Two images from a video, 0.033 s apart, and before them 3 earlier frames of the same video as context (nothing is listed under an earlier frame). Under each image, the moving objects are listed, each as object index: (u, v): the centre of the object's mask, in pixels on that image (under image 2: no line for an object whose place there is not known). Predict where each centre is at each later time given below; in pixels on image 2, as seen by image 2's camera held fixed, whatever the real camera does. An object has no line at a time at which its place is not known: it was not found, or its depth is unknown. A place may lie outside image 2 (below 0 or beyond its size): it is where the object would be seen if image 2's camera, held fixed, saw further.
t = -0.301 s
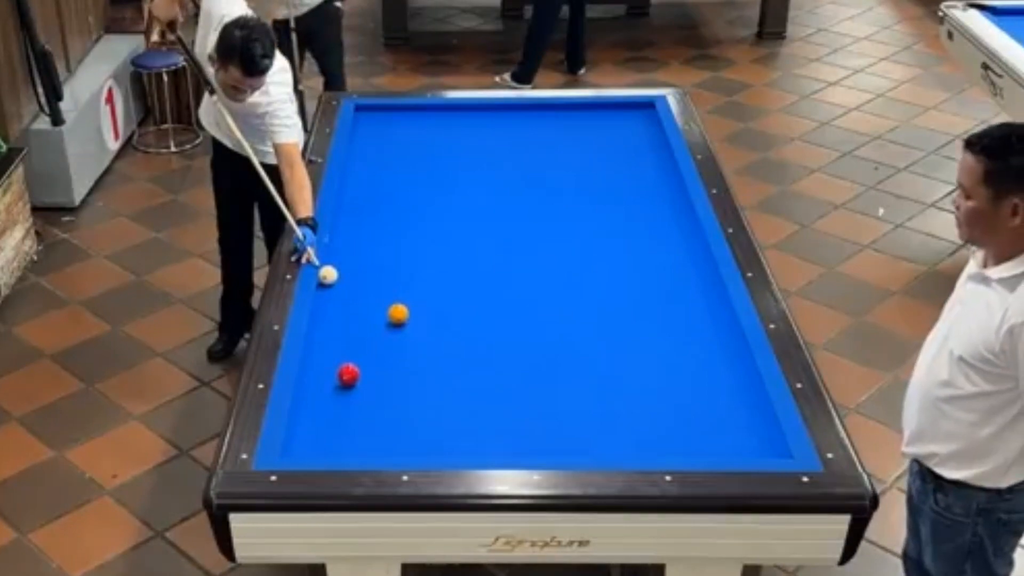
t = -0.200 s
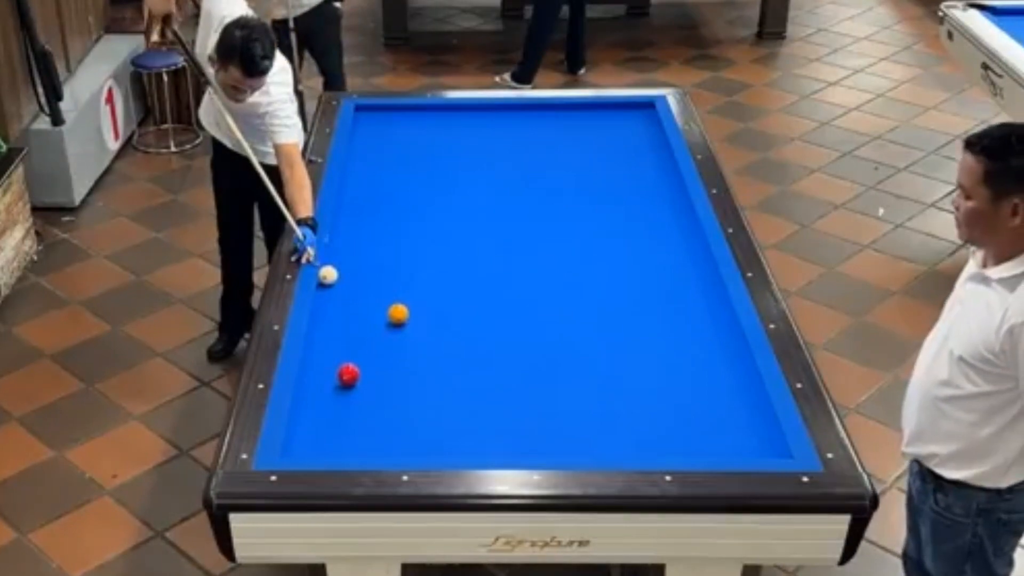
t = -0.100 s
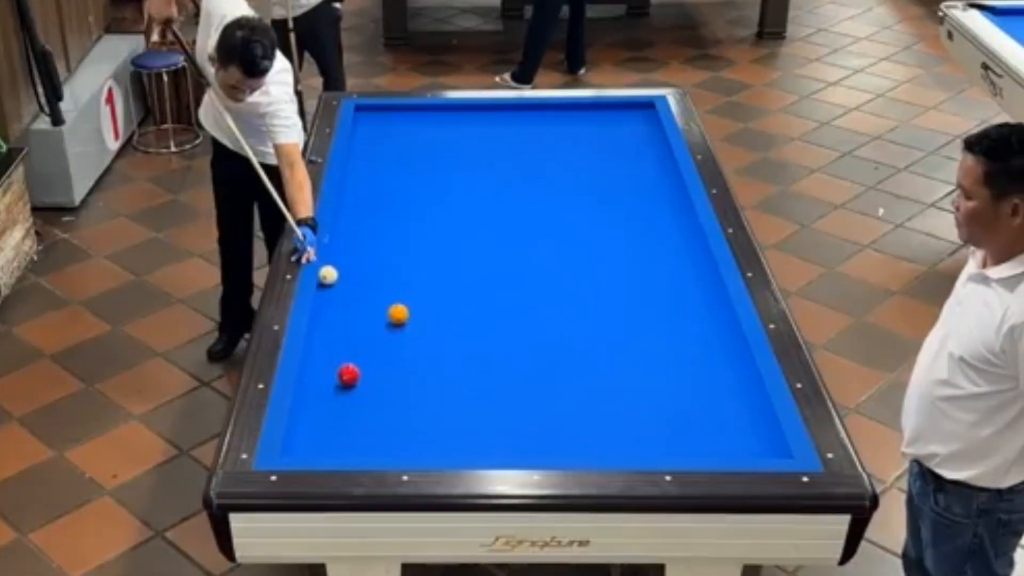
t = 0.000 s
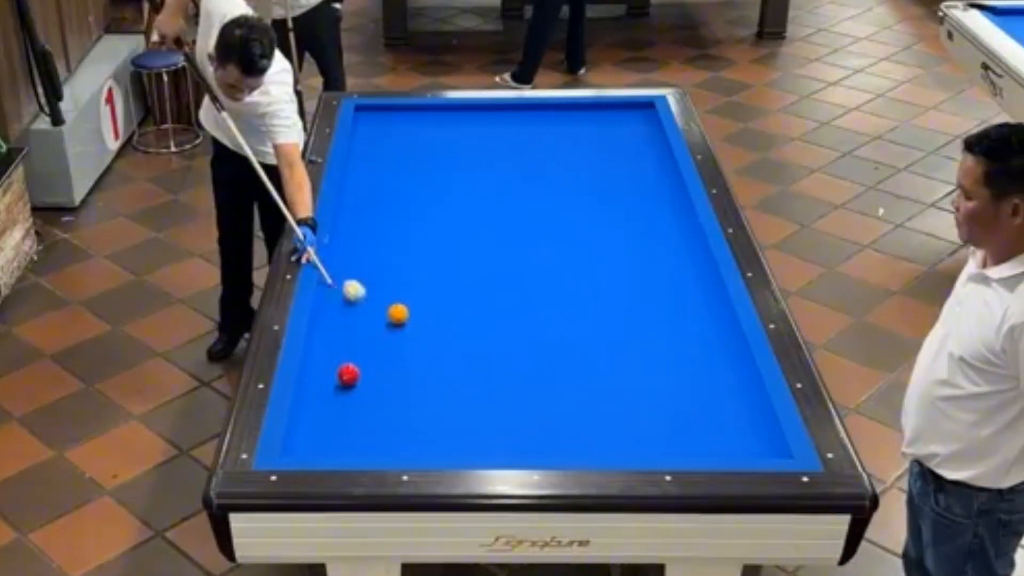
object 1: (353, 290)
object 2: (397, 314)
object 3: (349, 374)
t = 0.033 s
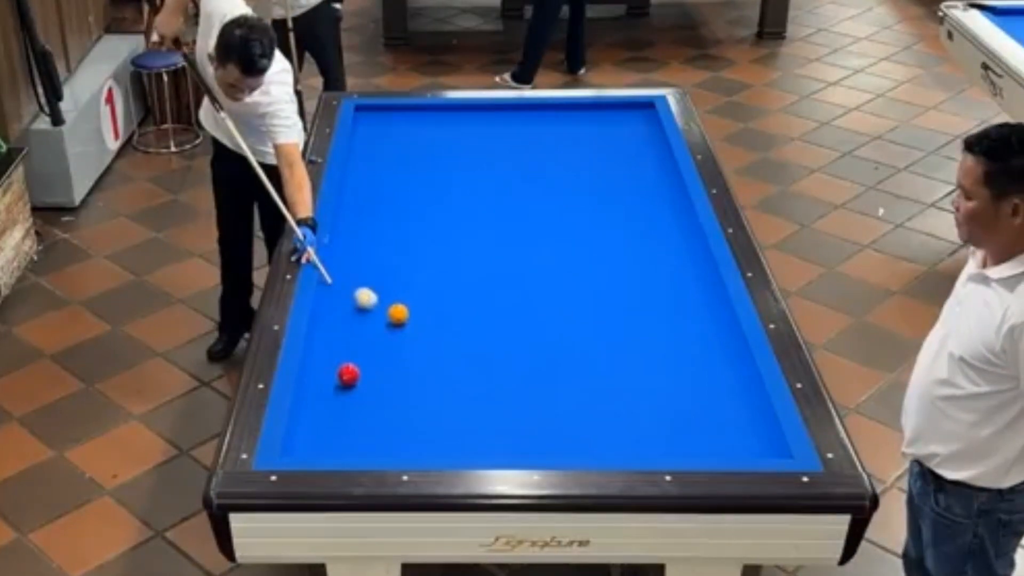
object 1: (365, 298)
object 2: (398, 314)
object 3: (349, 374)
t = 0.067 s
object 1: (377, 306)
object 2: (398, 314)
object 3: (349, 374)
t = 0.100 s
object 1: (378, 310)
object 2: (409, 317)
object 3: (349, 374)
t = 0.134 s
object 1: (375, 313)
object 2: (424, 321)
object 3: (349, 374)
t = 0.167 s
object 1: (371, 316)
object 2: (439, 326)
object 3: (349, 374)
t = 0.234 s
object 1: (364, 320)
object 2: (468, 334)
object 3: (349, 374)
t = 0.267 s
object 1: (360, 322)
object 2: (482, 339)
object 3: (349, 374)
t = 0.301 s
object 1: (356, 324)
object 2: (495, 342)
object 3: (349, 374)
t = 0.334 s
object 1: (352, 325)
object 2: (508, 346)
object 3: (349, 374)
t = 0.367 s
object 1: (349, 327)
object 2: (522, 350)
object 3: (349, 374)
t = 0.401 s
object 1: (345, 328)
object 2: (535, 354)
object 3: (349, 374)
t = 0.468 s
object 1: (337, 331)
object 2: (562, 362)
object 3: (349, 374)
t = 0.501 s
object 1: (334, 333)
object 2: (576, 367)
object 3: (349, 374)
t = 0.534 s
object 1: (329, 335)
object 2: (590, 371)
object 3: (349, 374)
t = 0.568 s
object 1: (325, 336)
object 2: (605, 375)
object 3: (349, 374)
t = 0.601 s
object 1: (322, 338)
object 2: (619, 379)
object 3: (349, 374)
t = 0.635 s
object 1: (318, 339)
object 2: (633, 383)
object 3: (349, 374)
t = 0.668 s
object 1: (314, 341)
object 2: (648, 387)
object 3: (349, 374)
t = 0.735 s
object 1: (318, 343)
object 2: (677, 397)
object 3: (349, 374)
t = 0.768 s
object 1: (319, 344)
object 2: (693, 401)
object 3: (349, 375)
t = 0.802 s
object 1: (320, 345)
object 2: (708, 406)
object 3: (349, 375)
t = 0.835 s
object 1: (322, 346)
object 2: (724, 411)
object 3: (349, 375)
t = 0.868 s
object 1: (324, 347)
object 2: (740, 415)
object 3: (349, 375)
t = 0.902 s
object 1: (325, 348)
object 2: (755, 420)
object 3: (349, 375)
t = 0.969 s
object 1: (328, 350)
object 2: (756, 427)
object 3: (349, 375)
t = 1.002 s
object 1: (329, 351)
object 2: (746, 431)
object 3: (349, 375)
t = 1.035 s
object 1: (330, 352)
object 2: (737, 434)
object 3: (349, 375)
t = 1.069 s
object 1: (332, 353)
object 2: (729, 437)
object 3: (349, 375)
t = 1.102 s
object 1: (333, 354)
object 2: (722, 441)
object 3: (349, 375)
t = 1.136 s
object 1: (334, 355)
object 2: (715, 444)
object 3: (349, 375)
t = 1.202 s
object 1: (337, 357)
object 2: (702, 448)
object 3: (349, 375)
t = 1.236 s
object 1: (338, 358)
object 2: (695, 451)
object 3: (349, 375)
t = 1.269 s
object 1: (339, 358)
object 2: (687, 449)
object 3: (348, 375)
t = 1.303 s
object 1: (340, 359)
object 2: (679, 448)
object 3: (348, 375)
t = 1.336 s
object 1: (342, 359)
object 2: (672, 447)
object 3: (349, 375)
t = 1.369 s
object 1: (342, 360)
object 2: (665, 445)
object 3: (348, 375)
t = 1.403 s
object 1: (343, 361)
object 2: (657, 444)
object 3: (349, 376)
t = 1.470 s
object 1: (345, 362)
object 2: (642, 439)
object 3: (349, 376)
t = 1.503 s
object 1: (345, 362)
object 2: (635, 438)
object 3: (350, 377)
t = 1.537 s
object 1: (346, 362)
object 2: (628, 436)
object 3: (350, 377)
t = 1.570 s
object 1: (347, 362)
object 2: (620, 434)
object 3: (351, 378)
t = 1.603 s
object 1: (348, 362)
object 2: (613, 433)
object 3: (351, 378)
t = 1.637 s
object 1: (348, 363)
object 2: (607, 431)
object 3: (352, 378)
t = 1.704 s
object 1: (350, 363)
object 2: (592, 428)
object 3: (352, 380)
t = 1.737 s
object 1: (350, 363)
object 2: (585, 426)
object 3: (352, 380)
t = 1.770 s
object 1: (351, 363)
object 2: (578, 424)
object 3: (353, 380)
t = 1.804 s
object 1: (352, 364)
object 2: (572, 423)
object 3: (353, 381)
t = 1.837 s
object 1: (353, 363)
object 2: (565, 421)
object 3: (353, 383)
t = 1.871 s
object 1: (353, 363)
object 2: (558, 419)
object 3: (353, 383)
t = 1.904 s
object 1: (353, 364)
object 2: (552, 417)
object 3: (353, 384)
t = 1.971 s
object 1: (354, 365)
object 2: (538, 414)
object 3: (354, 385)
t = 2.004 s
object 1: (354, 365)
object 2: (532, 413)
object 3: (354, 386)
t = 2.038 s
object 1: (355, 365)
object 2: (525, 411)
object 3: (354, 387)
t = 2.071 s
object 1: (355, 365)
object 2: (519, 409)
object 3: (355, 387)
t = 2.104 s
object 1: (355, 365)
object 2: (513, 408)
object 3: (355, 387)
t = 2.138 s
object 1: (356, 365)
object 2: (507, 406)
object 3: (355, 388)
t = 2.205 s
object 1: (356, 366)
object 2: (494, 403)
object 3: (355, 390)
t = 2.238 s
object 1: (356, 366)
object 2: (488, 401)
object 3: (356, 390)
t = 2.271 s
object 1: (356, 366)
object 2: (482, 400)
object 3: (356, 390)
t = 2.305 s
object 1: (356, 366)
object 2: (476, 398)
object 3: (356, 391)
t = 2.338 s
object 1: (357, 366)
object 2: (470, 396)
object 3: (357, 391)
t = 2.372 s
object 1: (357, 366)
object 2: (464, 395)
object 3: (357, 392)
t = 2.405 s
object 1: (357, 367)
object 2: (458, 393)
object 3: (357, 391)
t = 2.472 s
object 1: (357, 367)
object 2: (446, 391)
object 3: (357, 392)
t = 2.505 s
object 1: (357, 367)
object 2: (441, 389)
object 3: (357, 393)
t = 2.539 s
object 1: (357, 367)
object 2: (435, 388)
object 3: (358, 393)
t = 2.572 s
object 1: (357, 367)
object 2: (429, 387)
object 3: (358, 393)
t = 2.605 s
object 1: (357, 367)
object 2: (424, 385)
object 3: (358, 393)
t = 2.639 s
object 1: (357, 367)
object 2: (418, 383)
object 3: (358, 393)
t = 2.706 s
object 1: (357, 367)
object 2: (407, 381)
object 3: (359, 394)
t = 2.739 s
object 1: (357, 367)
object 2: (401, 380)
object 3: (359, 394)
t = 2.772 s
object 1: (357, 367)
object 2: (396, 378)
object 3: (359, 394)
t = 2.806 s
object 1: (357, 367)
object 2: (391, 377)
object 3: (359, 394)
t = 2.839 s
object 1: (357, 367)
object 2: (385, 376)
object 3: (359, 397)
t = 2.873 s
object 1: (357, 367)
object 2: (381, 374)
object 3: (359, 397)
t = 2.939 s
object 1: (352, 366)
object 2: (375, 373)
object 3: (360, 398)
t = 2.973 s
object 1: (348, 365)
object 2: (374, 373)
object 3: (360, 398)
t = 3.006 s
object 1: (344, 364)
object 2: (372, 372)
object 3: (360, 398)
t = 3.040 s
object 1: (341, 363)
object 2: (371, 372)
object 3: (360, 398)
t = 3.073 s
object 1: (338, 362)
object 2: (370, 372)
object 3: (360, 398)
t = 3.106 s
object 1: (334, 361)
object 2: (369, 372)
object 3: (360, 398)
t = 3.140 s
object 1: (331, 361)
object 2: (368, 371)
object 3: (360, 398)
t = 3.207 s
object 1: (324, 359)
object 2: (365, 371)
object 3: (360, 398)
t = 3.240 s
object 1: (321, 358)
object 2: (364, 370)
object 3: (361, 398)
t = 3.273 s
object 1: (318, 357)
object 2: (363, 370)
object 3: (361, 399)
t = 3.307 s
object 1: (314, 356)
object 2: (362, 370)
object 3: (361, 399)
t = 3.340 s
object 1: (311, 356)
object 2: (361, 370)
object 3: (361, 399)
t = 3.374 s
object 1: (313, 356)
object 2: (360, 370)
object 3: (361, 399)
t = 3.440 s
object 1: (317, 355)
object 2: (358, 369)
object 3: (361, 399)
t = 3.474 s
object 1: (319, 354)
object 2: (357, 369)
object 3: (361, 399)
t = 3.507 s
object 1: (320, 354)
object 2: (356, 369)
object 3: (361, 399)
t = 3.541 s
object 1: (322, 354)
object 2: (354, 369)
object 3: (361, 399)
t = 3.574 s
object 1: (323, 354)
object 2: (353, 368)
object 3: (361, 399)
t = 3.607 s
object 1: (326, 353)
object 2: (353, 368)
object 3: (361, 399)
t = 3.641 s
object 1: (327, 353)
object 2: (352, 368)
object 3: (361, 399)
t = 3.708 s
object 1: (330, 352)
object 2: (349, 368)
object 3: (361, 399)
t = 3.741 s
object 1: (332, 351)
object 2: (349, 368)
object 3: (361, 399)
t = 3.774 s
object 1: (333, 351)
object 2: (348, 367)
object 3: (361, 399)
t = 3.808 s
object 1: (335, 351)
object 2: (347, 367)
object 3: (361, 399)
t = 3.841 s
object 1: (336, 350)
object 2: (345, 366)
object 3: (361, 399)
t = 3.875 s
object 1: (337, 350)
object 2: (345, 366)
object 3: (361, 399)
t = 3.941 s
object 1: (341, 348)
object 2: (343, 365)
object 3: (361, 399)
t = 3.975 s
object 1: (342, 347)
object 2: (342, 365)
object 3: (361, 399)
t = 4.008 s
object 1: (345, 347)
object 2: (342, 364)
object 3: (361, 399)
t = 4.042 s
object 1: (347, 346)
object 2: (341, 365)
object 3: (361, 399)
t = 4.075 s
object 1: (348, 347)
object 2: (340, 365)
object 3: (361, 399)
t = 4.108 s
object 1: (350, 348)
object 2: (339, 365)
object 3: (361, 399)
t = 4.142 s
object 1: (351, 348)
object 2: (338, 365)
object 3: (361, 399)
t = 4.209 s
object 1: (354, 348)
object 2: (337, 365)
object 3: (361, 399)
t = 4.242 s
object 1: (355, 348)
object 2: (336, 364)
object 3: (361, 399)
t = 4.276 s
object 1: (356, 347)
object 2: (336, 364)
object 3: (361, 399)
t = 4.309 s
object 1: (357, 347)
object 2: (335, 364)
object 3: (361, 399)
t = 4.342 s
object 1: (358, 347)
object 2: (334, 364)
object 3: (361, 399)
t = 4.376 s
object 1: (358, 347)
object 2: (334, 364)
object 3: (361, 399)
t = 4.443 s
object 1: (362, 346)
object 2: (332, 364)
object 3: (361, 399)
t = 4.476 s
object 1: (363, 346)
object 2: (331, 364)
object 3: (361, 399)
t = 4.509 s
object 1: (364, 345)
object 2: (331, 364)
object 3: (361, 399)
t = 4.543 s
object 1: (365, 345)
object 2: (330, 363)
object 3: (361, 399)
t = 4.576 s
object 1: (366, 345)
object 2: (330, 364)
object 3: (361, 399)
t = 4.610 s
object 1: (368, 345)
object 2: (330, 364)
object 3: (361, 399)
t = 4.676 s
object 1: (370, 344)
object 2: (328, 363)
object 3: (361, 399)
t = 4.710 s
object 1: (371, 344)
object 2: (327, 363)
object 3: (361, 399)
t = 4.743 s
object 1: (372, 344)
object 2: (327, 363)
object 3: (361, 399)
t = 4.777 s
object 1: (373, 344)
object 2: (327, 363)
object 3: (361, 399)
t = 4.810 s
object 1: (374, 343)
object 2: (327, 363)
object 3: (361, 399)
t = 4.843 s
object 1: (375, 343)
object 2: (325, 363)
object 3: (361, 399)
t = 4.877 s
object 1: (376, 343)
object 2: (325, 363)
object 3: (361, 399)
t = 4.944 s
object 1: (378, 342)
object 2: (324, 363)
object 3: (361, 399)
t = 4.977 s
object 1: (379, 342)
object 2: (324, 363)
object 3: (361, 399)
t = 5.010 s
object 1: (380, 342)
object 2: (323, 363)
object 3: (361, 399)
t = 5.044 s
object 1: (381, 342)
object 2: (323, 362)
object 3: (361, 399)
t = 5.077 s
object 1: (382, 342)
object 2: (322, 362)
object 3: (361, 399)
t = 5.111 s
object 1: (382, 342)
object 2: (322, 362)
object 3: (361, 399)
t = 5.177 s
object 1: (384, 341)
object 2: (321, 362)
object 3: (361, 399)
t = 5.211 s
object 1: (385, 341)
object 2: (321, 362)
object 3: (361, 399)
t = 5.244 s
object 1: (385, 341)
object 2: (320, 362)
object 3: (361, 399)
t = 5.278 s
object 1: (386, 341)
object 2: (320, 362)
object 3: (361, 399)
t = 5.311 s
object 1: (387, 341)
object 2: (320, 362)
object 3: (361, 399)
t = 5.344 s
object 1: (387, 341)
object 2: (320, 362)
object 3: (361, 399)
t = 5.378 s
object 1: (388, 341)
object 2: (319, 362)
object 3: (361, 399)
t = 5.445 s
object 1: (389, 341)
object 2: (319, 362)
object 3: (361, 398)
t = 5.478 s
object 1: (390, 340)
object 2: (319, 362)
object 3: (361, 398)
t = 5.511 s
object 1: (390, 340)
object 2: (319, 362)
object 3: (361, 398)
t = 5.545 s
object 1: (391, 340)
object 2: (318, 362)
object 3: (361, 398)
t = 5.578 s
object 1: (392, 340)
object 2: (318, 362)
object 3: (361, 398)
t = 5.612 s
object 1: (393, 340)
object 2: (318, 362)
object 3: (361, 398)
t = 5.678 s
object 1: (394, 340)
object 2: (318, 362)
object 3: (361, 398)
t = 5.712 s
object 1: (394, 340)
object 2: (318, 362)
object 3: (361, 398)
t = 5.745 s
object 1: (395, 340)
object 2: (317, 362)
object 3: (361, 398)
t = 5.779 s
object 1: (395, 340)
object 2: (317, 362)
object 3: (361, 398)
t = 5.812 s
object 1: (396, 340)
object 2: (317, 362)
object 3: (361, 398)
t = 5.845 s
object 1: (396, 339)
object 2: (317, 362)
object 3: (361, 399)
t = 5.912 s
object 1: (397, 339)
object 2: (317, 362)
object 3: (361, 399)
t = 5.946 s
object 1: (397, 339)
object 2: (317, 362)
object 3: (361, 399)
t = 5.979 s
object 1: (398, 339)
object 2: (317, 362)
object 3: (361, 399)
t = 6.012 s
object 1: (398, 339)
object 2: (317, 362)
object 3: (361, 399)
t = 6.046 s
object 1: (398, 339)
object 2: (317, 362)
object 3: (361, 399)
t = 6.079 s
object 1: (399, 339)
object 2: (317, 362)
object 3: (361, 399)
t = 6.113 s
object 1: (399, 339)
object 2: (317, 362)
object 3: (361, 399)
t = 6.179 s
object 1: (400, 339)
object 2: (317, 362)
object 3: (361, 399)
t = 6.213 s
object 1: (400, 339)
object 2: (317, 362)
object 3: (361, 399)
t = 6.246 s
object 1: (401, 339)
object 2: (317, 362)
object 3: (361, 399)
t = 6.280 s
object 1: (401, 339)
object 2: (317, 362)
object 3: (361, 399)
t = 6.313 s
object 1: (401, 339)
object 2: (317, 362)
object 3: (361, 399)
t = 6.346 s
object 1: (401, 339)
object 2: (317, 362)
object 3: (361, 399)
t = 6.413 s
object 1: (402, 339)
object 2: (317, 362)
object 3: (361, 399)
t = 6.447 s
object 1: (402, 339)
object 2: (317, 362)
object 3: (361, 399)
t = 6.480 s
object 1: (402, 339)
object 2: (317, 362)
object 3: (361, 399)
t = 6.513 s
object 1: (402, 339)
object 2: (317, 362)
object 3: (361, 399)
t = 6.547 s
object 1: (403, 338)
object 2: (317, 362)
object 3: (361, 399)
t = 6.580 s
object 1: (403, 338)
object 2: (317, 362)
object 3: (361, 399)
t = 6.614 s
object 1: (403, 338)
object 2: (317, 362)
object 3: (361, 399)
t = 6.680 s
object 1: (403, 338)
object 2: (317, 362)
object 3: (361, 399)
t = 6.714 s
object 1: (403, 338)
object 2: (317, 362)
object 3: (361, 399)
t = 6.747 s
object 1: (403, 338)
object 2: (317, 362)
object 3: (361, 399)
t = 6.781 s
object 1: (403, 338)
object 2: (317, 362)
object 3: (361, 399)
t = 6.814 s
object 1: (403, 338)
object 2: (317, 362)
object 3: (361, 399)
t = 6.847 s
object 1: (403, 338)
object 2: (317, 362)
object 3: (361, 399)
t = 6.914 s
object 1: (403, 338)
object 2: (317, 362)
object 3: (361, 399)
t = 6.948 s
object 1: (403, 338)
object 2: (317, 362)
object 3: (361, 399)
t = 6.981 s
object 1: (403, 338)
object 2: (317, 362)
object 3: (361, 399)
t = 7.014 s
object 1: (403, 338)
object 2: (317, 362)
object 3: (361, 399)
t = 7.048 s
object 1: (403, 338)
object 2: (317, 362)
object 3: (361, 399)
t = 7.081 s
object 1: (403, 338)
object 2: (317, 362)
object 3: (361, 399)
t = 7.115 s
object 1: (403, 338)
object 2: (317, 362)
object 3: (361, 399)
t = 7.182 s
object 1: (403, 338)
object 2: (317, 362)
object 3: (361, 399)
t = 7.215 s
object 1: (403, 338)
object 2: (317, 362)
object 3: (361, 399)
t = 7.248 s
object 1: (403, 338)
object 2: (317, 362)
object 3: (361, 399)
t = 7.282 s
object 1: (403, 338)
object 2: (317, 362)
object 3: (361, 399)
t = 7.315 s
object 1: (403, 338)
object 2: (317, 362)
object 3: (361, 399)
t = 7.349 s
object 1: (403, 338)
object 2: (317, 362)
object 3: (361, 399)
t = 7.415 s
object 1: (403, 338)
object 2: (317, 362)
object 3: (361, 399)
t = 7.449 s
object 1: (403, 338)
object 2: (317, 362)
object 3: (361, 399)
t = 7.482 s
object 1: (403, 338)
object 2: (317, 362)
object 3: (361, 399)
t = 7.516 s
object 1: (403, 338)
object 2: (317, 362)
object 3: (361, 399)
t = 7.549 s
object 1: (403, 338)
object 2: (317, 362)
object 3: (361, 399)
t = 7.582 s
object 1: (403, 338)
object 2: (317, 362)
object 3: (361, 399)
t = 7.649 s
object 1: (403, 338)
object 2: (317, 362)
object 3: (361, 399)
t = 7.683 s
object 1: (403, 338)
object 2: (317, 362)
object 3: (361, 399)
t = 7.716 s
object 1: (403, 338)
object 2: (317, 362)
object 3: (361, 399)
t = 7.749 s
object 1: (403, 338)
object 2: (317, 362)
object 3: (361, 399)
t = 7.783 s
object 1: (403, 338)
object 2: (317, 362)
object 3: (361, 399)
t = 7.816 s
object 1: (403, 338)
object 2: (317, 362)
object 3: (361, 399)
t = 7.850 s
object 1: (403, 338)
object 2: (317, 362)
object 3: (361, 399)
